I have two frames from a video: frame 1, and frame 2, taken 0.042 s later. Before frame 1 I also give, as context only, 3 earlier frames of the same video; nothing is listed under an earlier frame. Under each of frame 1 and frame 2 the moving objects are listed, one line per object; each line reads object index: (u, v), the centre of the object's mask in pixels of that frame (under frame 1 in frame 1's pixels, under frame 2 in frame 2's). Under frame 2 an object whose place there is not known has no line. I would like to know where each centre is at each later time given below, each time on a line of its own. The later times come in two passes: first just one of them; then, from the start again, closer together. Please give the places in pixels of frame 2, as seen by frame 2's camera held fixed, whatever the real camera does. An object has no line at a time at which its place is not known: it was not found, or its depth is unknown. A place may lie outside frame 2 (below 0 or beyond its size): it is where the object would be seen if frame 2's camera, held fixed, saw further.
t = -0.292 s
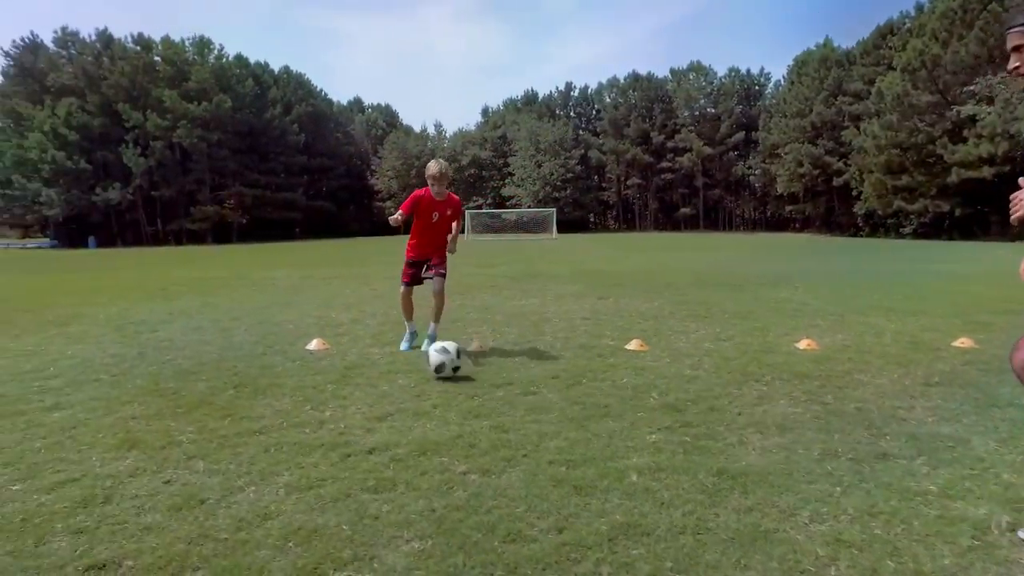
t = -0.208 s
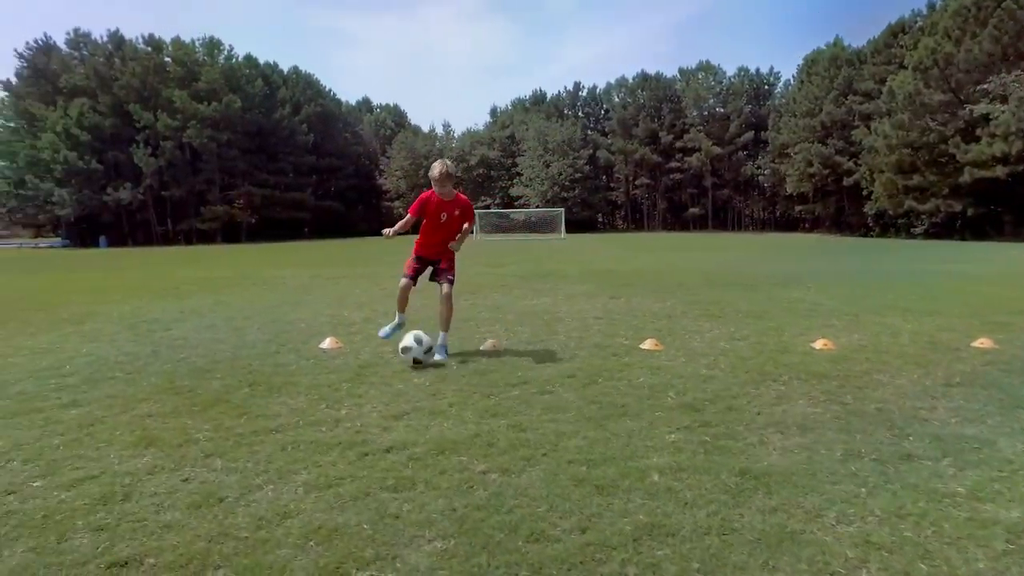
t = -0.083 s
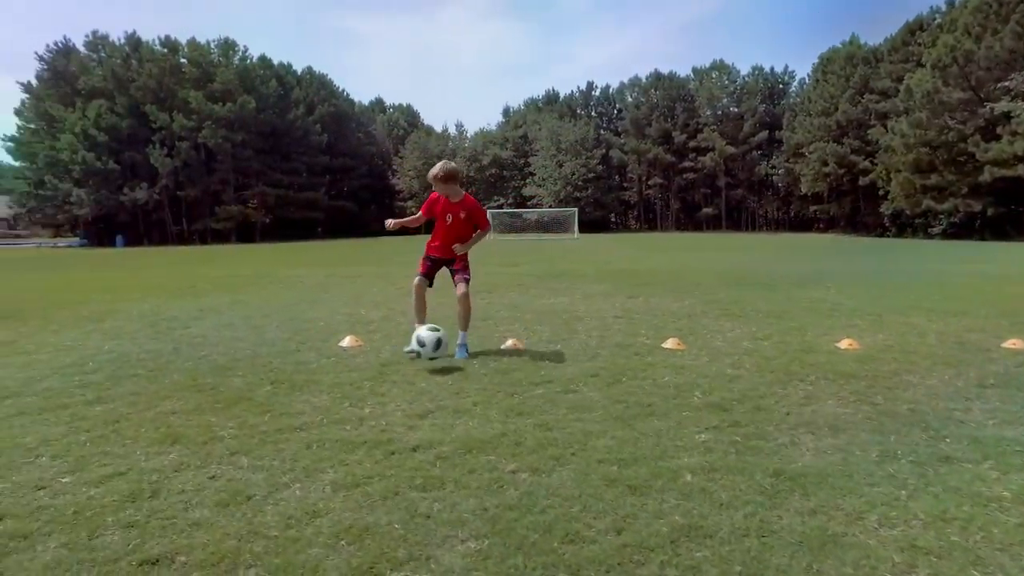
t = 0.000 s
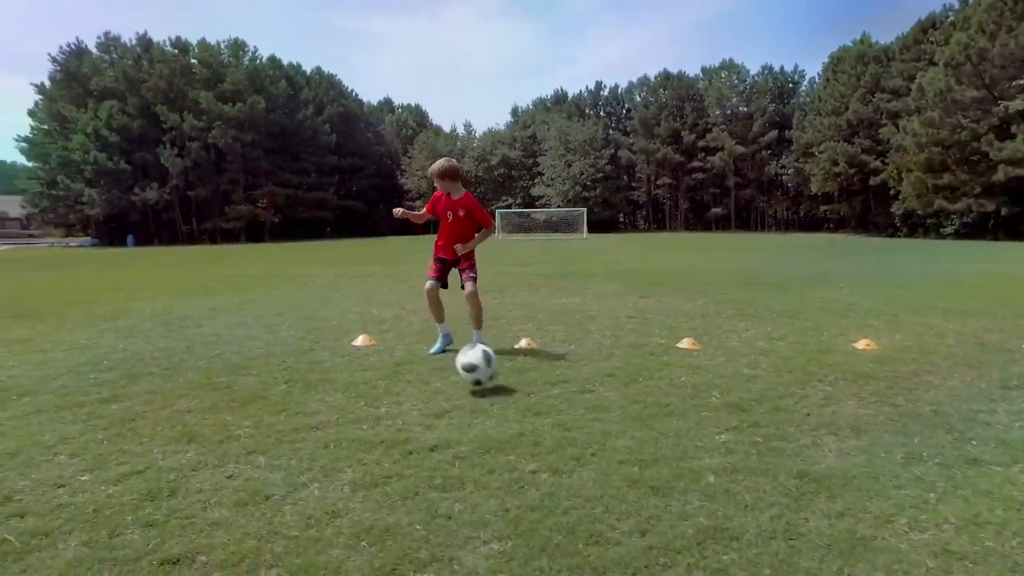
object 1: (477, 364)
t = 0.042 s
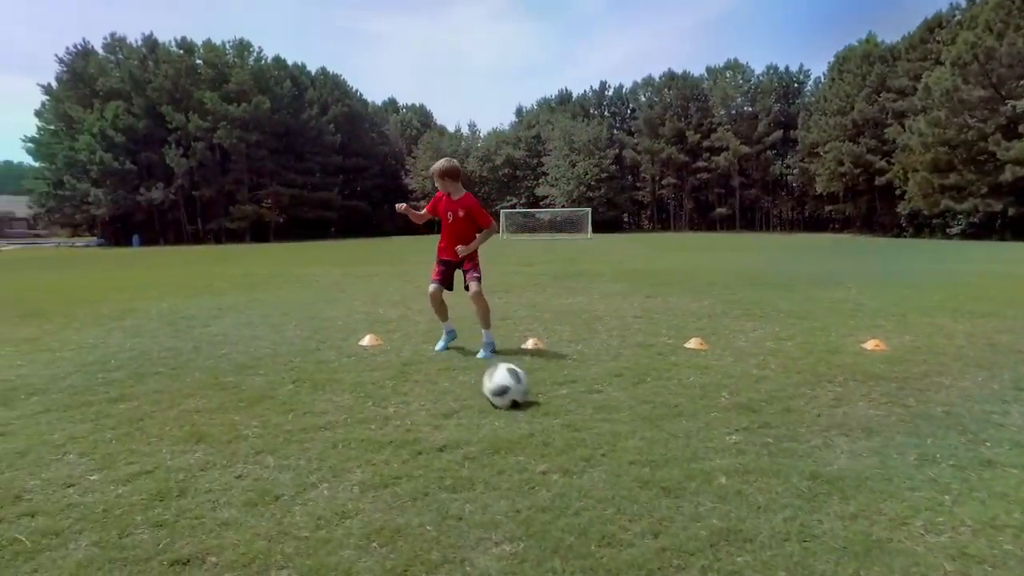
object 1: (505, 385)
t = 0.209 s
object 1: (591, 433)
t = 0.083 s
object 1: (523, 390)
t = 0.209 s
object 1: (591, 433)
